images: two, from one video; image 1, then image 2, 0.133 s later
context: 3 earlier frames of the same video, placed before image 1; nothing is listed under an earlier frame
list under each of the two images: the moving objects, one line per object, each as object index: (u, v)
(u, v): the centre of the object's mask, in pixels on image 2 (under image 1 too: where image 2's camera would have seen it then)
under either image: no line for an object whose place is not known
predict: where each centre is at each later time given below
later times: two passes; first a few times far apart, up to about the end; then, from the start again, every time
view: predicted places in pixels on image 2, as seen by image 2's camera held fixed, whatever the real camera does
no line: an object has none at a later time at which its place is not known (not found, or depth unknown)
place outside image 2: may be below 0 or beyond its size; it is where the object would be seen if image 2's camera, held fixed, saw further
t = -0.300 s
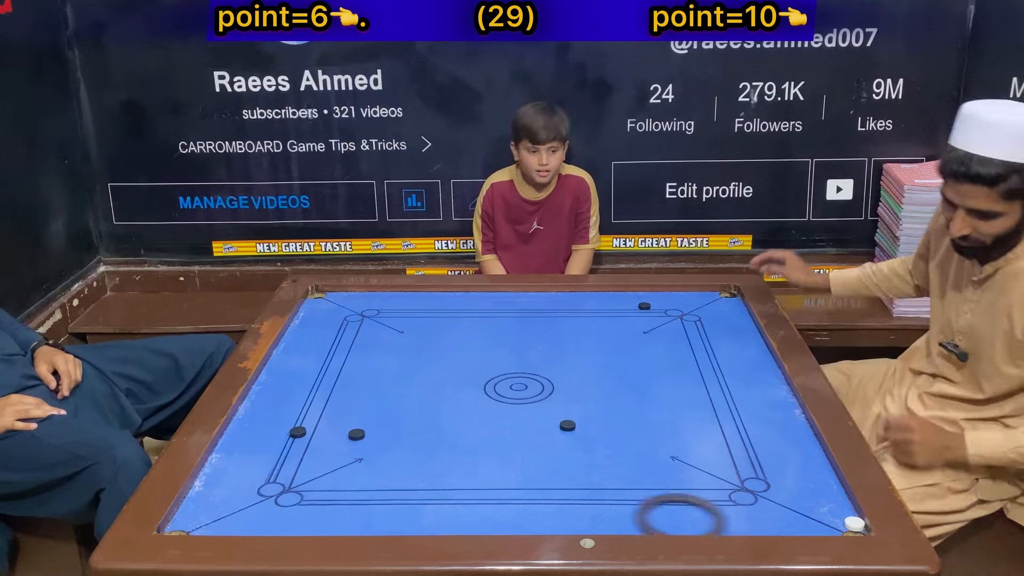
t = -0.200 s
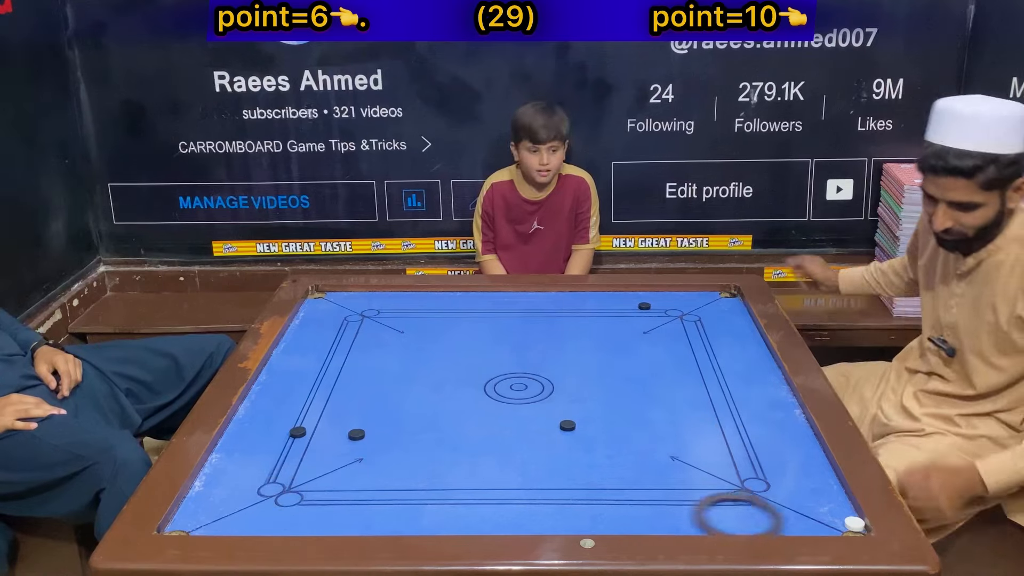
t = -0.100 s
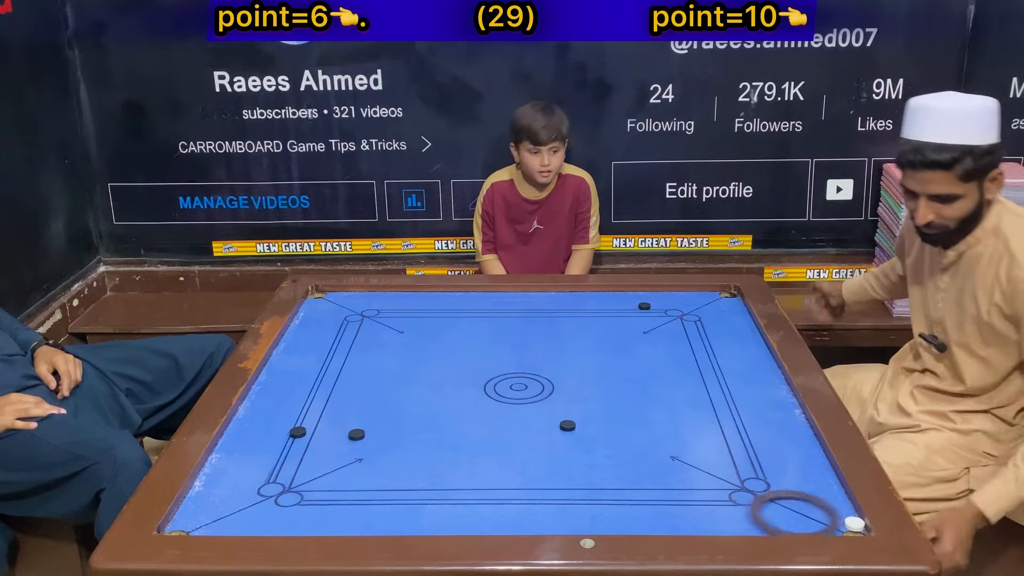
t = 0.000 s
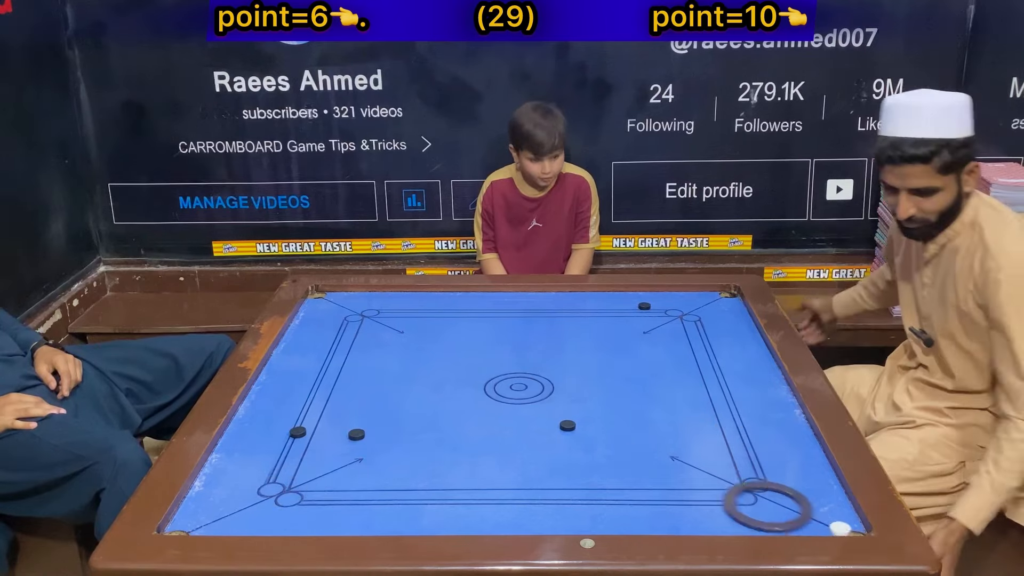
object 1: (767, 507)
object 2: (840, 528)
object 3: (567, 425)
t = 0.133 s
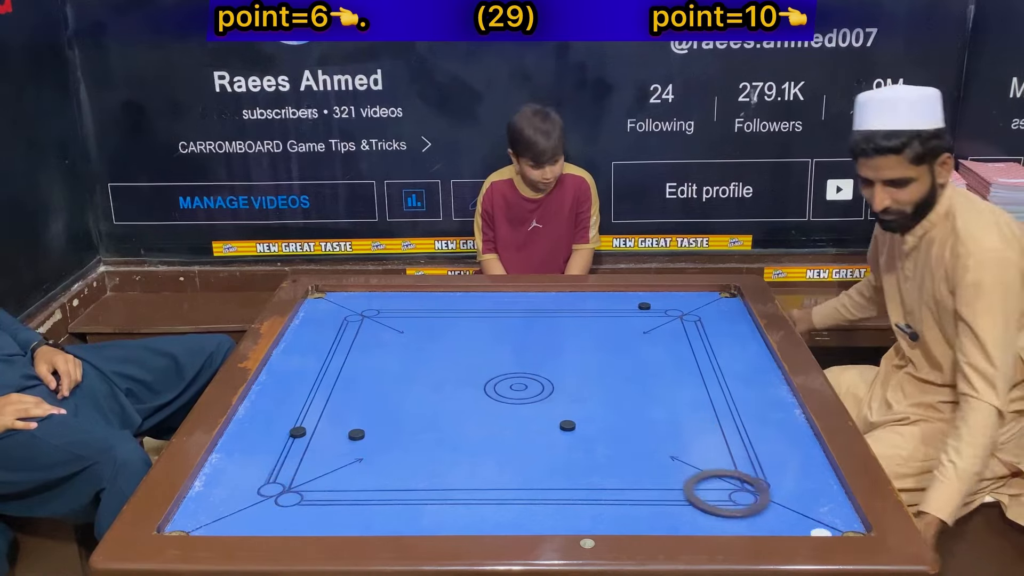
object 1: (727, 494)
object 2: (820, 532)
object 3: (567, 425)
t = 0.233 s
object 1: (698, 484)
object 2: (806, 534)
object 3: (567, 425)
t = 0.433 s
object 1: (644, 466)
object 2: (781, 531)
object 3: (567, 425)
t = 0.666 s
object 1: (589, 447)
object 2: (756, 527)
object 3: (566, 424)
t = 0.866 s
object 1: (550, 435)
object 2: (740, 522)
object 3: (546, 403)
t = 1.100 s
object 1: (508, 422)
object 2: (727, 516)
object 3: (526, 381)
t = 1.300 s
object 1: (475, 413)
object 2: (719, 512)
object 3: (511, 364)
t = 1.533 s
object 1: (441, 402)
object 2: (714, 508)
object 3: (496, 347)
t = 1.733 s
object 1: (414, 394)
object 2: (712, 505)
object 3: (484, 336)
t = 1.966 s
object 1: (386, 386)
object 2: (711, 504)
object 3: (473, 324)
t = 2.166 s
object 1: (366, 380)
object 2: (710, 504)
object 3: (464, 316)
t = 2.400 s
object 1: (345, 374)
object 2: (710, 504)
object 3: (457, 308)
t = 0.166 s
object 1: (717, 490)
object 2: (816, 533)
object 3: (567, 425)
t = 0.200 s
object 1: (707, 487)
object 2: (811, 534)
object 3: (567, 425)
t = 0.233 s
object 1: (698, 484)
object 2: (806, 534)
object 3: (567, 425)
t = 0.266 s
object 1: (688, 481)
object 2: (801, 534)
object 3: (567, 425)
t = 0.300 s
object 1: (679, 478)
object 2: (797, 533)
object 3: (567, 425)
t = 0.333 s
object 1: (670, 475)
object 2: (793, 533)
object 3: (567, 425)
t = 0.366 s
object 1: (661, 472)
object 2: (789, 532)
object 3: (567, 425)
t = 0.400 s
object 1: (652, 469)
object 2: (785, 532)
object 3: (567, 425)
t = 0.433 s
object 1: (644, 466)
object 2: (781, 531)
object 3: (567, 425)
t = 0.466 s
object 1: (635, 463)
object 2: (777, 531)
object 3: (567, 425)
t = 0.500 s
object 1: (627, 460)
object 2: (773, 530)
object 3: (567, 425)
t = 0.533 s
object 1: (620, 457)
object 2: (770, 530)
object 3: (567, 425)
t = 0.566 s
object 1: (612, 455)
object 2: (766, 529)
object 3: (567, 425)
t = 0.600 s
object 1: (604, 452)
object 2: (763, 529)
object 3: (567, 425)
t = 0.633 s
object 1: (597, 449)
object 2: (760, 528)
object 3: (567, 425)
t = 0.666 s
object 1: (589, 447)
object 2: (756, 527)
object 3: (566, 424)
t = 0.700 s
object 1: (582, 445)
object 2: (753, 526)
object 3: (563, 420)
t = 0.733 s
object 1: (576, 443)
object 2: (750, 525)
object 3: (560, 417)
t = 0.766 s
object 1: (569, 441)
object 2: (748, 524)
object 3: (556, 413)
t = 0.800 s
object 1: (563, 439)
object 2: (745, 524)
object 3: (553, 409)
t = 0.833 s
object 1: (556, 437)
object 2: (742, 523)
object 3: (549, 406)
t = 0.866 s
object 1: (550, 435)
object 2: (740, 522)
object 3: (546, 403)
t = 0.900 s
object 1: (544, 433)
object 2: (738, 521)
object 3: (543, 399)
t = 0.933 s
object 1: (538, 431)
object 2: (736, 520)
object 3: (540, 396)
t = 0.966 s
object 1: (532, 429)
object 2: (734, 519)
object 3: (537, 392)
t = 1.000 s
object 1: (526, 428)
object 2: (732, 518)
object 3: (534, 389)
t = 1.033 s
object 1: (520, 426)
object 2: (730, 517)
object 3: (531, 386)
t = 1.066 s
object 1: (514, 424)
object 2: (729, 517)
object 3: (528, 383)
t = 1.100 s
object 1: (508, 422)
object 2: (727, 516)
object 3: (526, 381)
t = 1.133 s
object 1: (503, 421)
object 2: (726, 515)
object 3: (523, 377)
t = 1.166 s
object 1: (497, 419)
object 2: (724, 514)
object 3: (521, 374)
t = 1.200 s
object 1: (491, 417)
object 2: (723, 514)
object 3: (518, 372)
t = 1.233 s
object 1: (486, 415)
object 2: (722, 513)
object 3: (516, 369)
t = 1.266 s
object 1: (481, 414)
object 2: (721, 512)
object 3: (513, 366)
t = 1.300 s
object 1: (475, 413)
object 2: (719, 512)
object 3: (511, 364)
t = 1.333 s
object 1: (470, 411)
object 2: (718, 511)
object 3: (509, 361)
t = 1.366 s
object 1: (465, 409)
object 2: (718, 511)
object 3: (506, 359)
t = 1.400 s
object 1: (460, 408)
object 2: (717, 510)
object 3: (504, 356)
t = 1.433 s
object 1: (455, 406)
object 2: (716, 510)
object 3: (502, 354)
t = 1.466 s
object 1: (451, 405)
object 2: (716, 509)
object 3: (500, 352)
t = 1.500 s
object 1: (446, 404)
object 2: (715, 508)
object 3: (498, 349)
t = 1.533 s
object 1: (441, 402)
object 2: (714, 508)
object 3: (496, 347)
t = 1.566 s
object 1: (436, 401)
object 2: (714, 507)
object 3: (493, 345)
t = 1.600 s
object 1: (432, 399)
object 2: (713, 507)
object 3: (491, 343)
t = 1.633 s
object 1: (427, 398)
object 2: (713, 506)
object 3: (489, 341)
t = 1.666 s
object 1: (423, 397)
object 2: (713, 506)
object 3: (487, 339)
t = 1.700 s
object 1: (418, 395)
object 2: (712, 505)
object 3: (486, 337)
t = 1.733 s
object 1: (414, 394)
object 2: (712, 505)
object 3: (484, 336)
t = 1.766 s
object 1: (410, 393)
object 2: (712, 505)
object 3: (482, 334)
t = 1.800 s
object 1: (406, 392)
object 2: (711, 504)
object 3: (480, 332)
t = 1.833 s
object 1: (402, 391)
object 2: (711, 504)
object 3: (479, 330)
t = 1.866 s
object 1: (398, 389)
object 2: (711, 504)
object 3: (477, 329)
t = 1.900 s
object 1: (394, 388)
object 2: (711, 504)
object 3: (475, 327)
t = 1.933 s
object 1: (390, 387)
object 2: (711, 504)
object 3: (474, 326)
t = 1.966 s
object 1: (386, 386)
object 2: (711, 504)
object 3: (473, 324)
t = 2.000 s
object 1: (383, 385)
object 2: (711, 504)
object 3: (471, 323)
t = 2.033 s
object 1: (379, 384)
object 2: (711, 504)
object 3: (470, 321)
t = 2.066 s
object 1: (376, 383)
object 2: (711, 504)
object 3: (468, 320)
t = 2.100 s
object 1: (372, 382)
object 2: (711, 504)
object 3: (467, 319)
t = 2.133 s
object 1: (369, 381)
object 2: (711, 504)
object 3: (466, 317)
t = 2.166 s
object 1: (366, 380)
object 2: (710, 504)
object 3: (464, 316)
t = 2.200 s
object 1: (363, 379)
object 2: (710, 504)
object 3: (463, 315)
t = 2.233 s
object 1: (360, 378)
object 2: (710, 504)
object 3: (462, 314)
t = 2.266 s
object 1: (357, 377)
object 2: (710, 504)
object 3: (461, 312)
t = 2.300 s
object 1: (353, 376)
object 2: (710, 504)
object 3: (460, 311)
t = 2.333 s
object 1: (350, 375)
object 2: (710, 504)
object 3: (459, 310)
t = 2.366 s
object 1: (348, 374)
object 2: (710, 504)
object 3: (458, 309)
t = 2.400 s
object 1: (345, 374)
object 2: (710, 504)
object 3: (457, 308)
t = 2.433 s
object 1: (342, 373)
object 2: (710, 504)
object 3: (456, 307)
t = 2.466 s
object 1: (340, 372)
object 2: (710, 504)
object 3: (455, 306)
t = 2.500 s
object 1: (337, 371)
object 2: (711, 504)
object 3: (454, 305)
